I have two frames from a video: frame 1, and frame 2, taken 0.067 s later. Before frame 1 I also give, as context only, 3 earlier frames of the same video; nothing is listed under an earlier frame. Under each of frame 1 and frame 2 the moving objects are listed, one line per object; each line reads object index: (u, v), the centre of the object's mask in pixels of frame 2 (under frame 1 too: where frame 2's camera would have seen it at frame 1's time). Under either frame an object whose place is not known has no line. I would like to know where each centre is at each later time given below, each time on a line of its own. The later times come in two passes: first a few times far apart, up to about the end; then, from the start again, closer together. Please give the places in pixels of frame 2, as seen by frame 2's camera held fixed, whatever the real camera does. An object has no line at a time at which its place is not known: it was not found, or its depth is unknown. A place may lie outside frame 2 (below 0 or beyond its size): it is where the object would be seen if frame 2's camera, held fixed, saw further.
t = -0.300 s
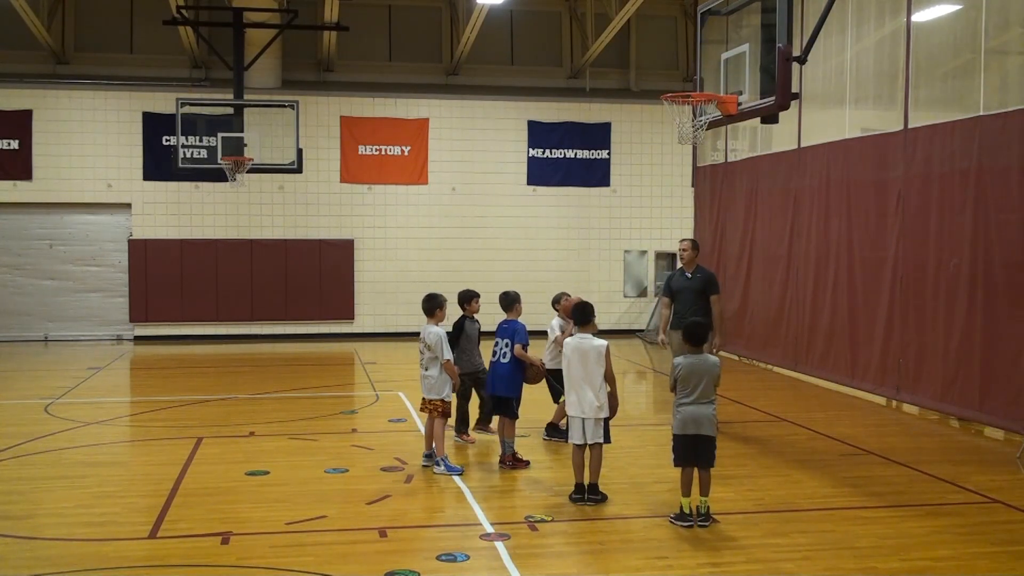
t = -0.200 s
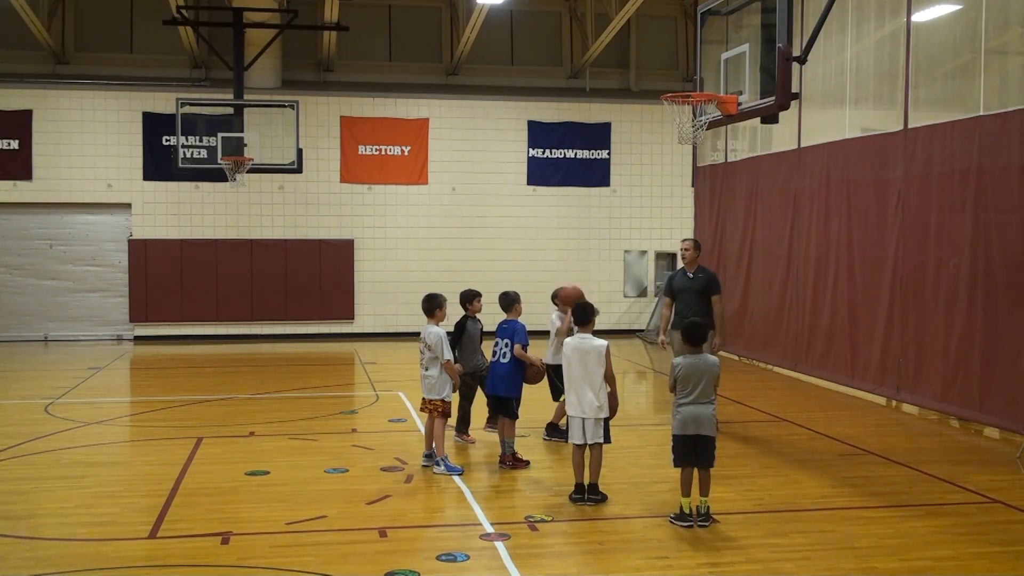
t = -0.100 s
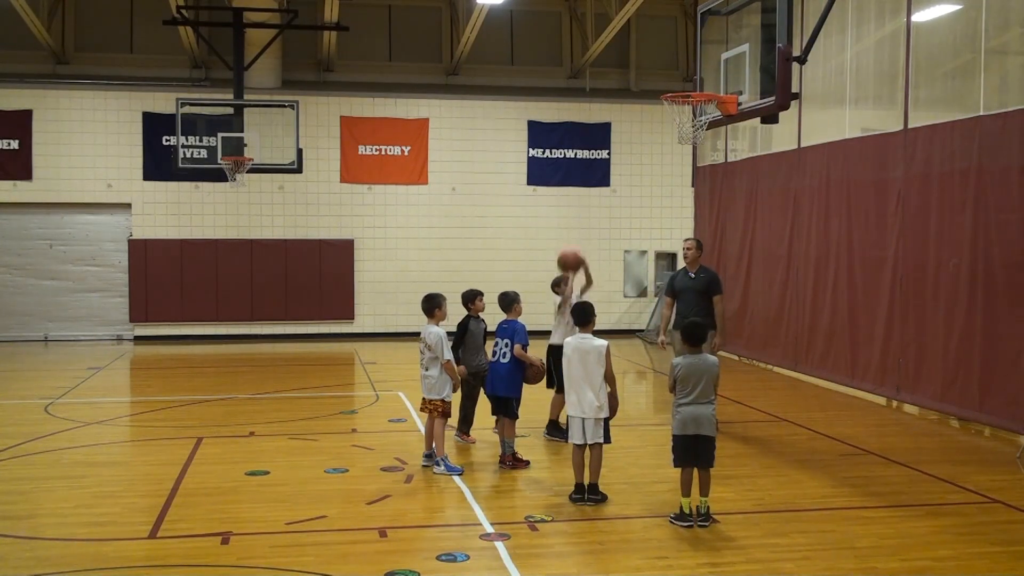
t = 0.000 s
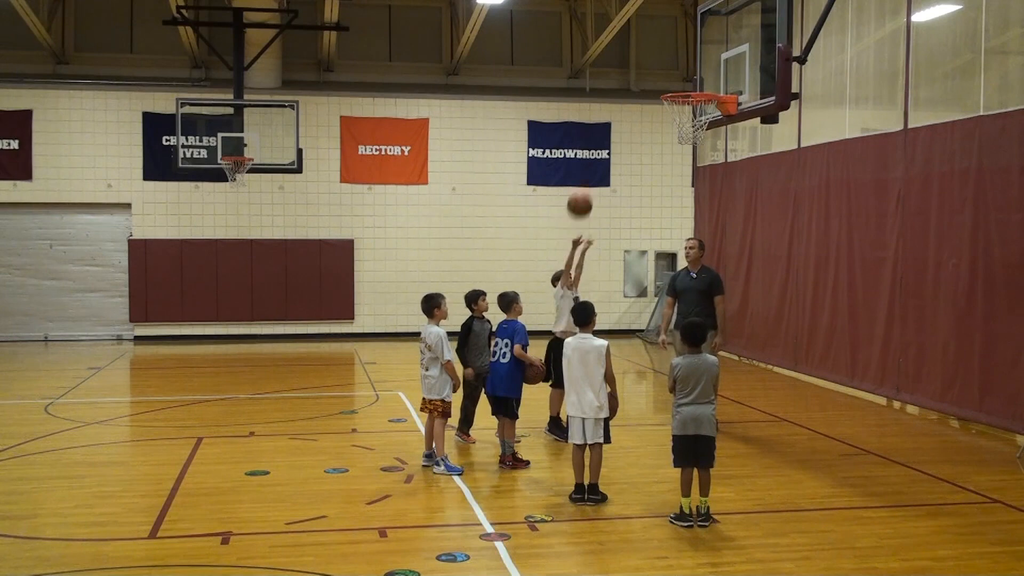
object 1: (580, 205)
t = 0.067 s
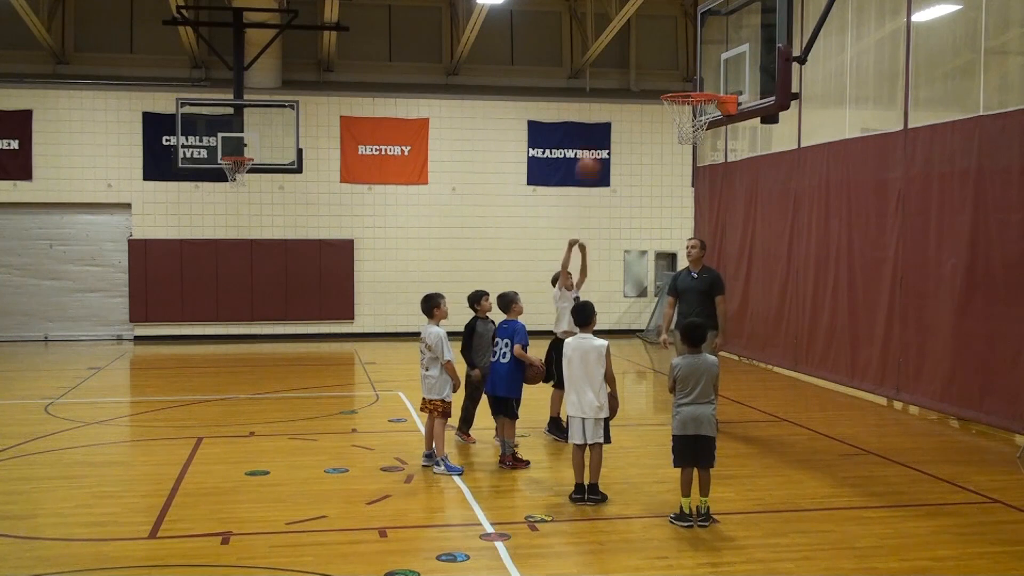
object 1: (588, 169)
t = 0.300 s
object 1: (618, 78)
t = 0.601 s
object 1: (659, 46)
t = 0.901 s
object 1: (693, 109)
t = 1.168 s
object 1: (686, 142)
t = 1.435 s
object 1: (674, 199)
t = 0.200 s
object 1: (606, 109)
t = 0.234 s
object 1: (610, 98)
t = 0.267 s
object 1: (614, 87)
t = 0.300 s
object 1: (618, 78)
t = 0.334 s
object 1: (623, 69)
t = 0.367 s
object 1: (627, 62)
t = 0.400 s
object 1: (632, 56)
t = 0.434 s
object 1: (636, 51)
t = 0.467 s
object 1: (641, 48)
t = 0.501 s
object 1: (646, 45)
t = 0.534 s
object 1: (650, 44)
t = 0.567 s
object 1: (655, 44)
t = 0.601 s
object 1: (659, 46)
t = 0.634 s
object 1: (664, 49)
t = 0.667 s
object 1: (669, 53)
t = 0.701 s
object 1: (673, 57)
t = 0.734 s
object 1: (678, 64)
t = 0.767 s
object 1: (682, 72)
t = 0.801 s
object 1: (687, 80)
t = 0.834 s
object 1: (691, 86)
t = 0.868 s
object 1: (686, 107)
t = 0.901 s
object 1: (693, 109)
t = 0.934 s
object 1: (695, 118)
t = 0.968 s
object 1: (696, 129)
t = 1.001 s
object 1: (696, 132)
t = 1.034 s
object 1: (693, 133)
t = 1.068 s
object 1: (691, 134)
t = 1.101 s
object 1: (689, 133)
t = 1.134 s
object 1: (689, 139)
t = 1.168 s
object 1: (686, 142)
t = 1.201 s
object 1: (684, 145)
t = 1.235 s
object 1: (682, 148)
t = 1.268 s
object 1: (681, 152)
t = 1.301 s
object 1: (680, 158)
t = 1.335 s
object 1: (678, 166)
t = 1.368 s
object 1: (677, 176)
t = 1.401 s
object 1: (676, 187)
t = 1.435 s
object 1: (674, 199)
